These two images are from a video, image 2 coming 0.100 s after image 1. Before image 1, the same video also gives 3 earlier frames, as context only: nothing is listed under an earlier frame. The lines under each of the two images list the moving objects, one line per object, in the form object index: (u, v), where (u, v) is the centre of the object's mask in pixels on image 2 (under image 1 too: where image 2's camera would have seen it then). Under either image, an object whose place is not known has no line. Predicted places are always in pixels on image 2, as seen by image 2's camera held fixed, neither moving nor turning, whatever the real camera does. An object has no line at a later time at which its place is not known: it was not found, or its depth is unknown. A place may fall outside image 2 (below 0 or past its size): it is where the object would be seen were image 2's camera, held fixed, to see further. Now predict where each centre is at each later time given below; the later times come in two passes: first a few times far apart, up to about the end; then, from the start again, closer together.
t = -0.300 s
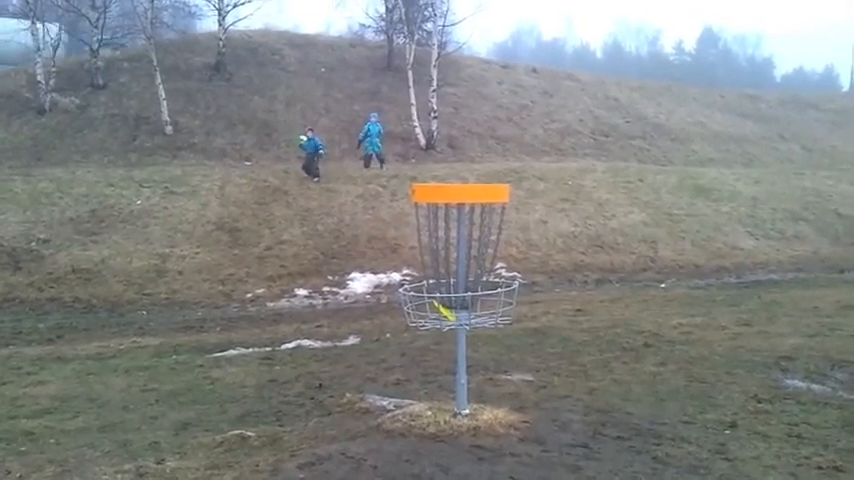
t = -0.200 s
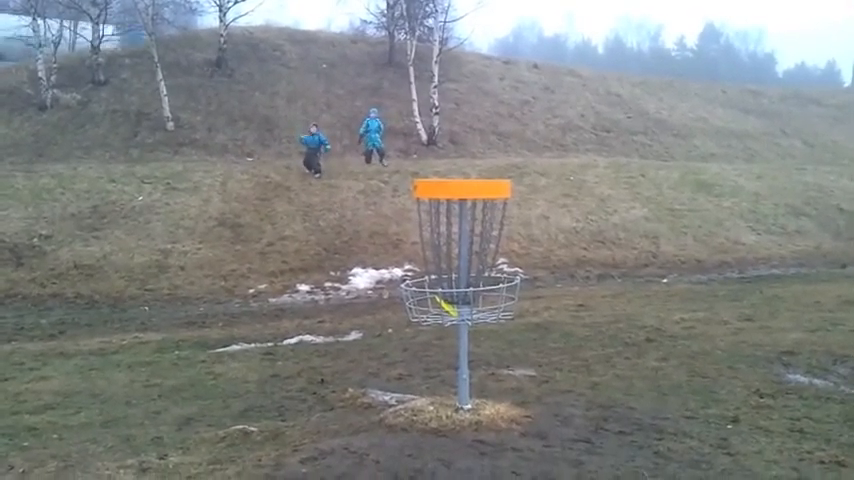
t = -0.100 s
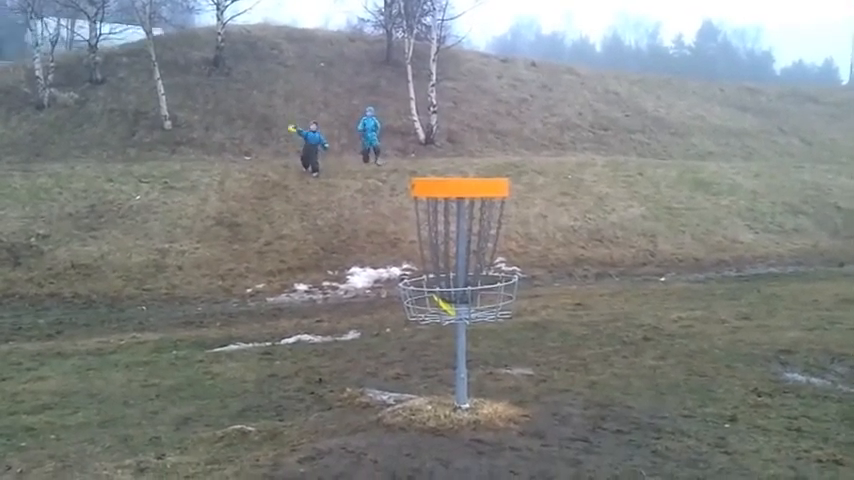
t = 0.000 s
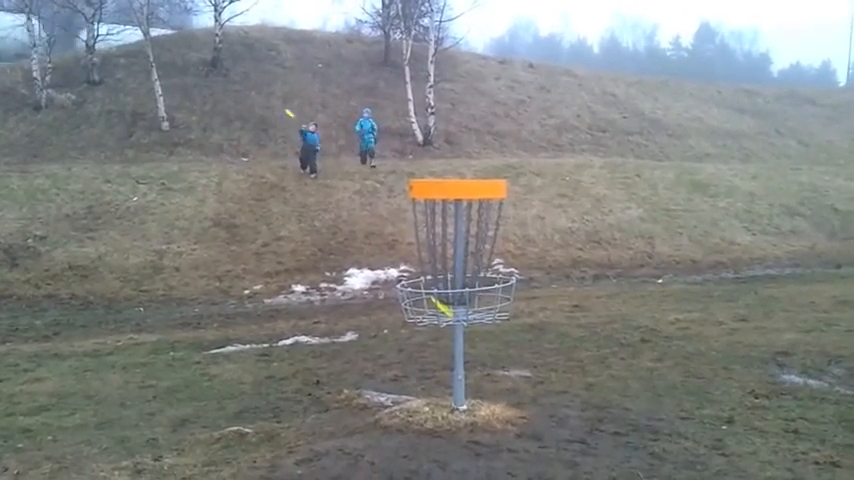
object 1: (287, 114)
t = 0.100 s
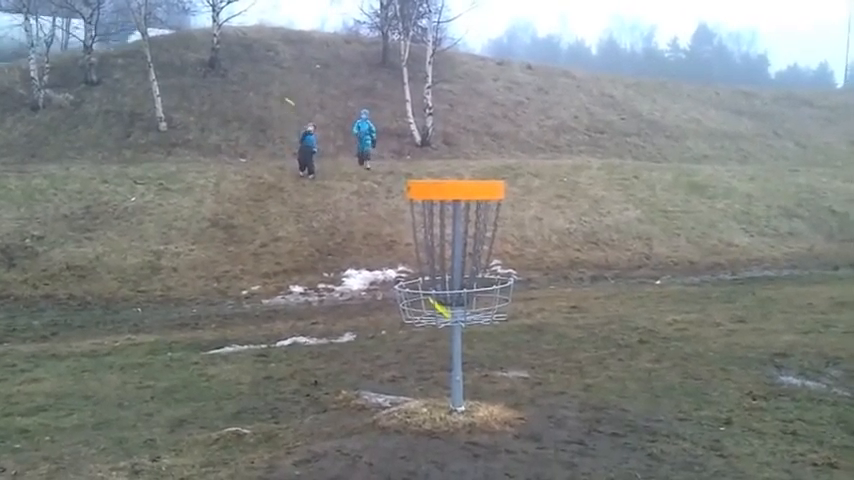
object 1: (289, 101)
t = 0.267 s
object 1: (294, 91)
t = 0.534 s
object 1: (312, 94)
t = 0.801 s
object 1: (342, 117)
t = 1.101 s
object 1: (386, 164)
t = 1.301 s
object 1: (404, 217)
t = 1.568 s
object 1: (392, 348)
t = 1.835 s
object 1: (403, 398)
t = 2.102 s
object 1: (426, 405)
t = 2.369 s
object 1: (426, 406)
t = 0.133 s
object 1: (290, 99)
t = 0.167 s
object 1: (291, 96)
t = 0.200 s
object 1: (292, 94)
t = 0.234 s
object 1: (293, 92)
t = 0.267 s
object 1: (294, 91)
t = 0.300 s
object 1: (296, 90)
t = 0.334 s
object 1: (298, 90)
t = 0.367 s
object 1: (299, 89)
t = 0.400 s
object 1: (301, 90)
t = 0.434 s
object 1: (303, 90)
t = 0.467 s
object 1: (306, 91)
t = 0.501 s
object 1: (309, 92)
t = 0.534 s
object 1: (312, 94)
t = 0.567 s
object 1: (314, 96)
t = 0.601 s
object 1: (318, 98)
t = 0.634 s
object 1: (321, 101)
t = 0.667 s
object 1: (325, 104)
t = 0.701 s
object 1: (329, 106)
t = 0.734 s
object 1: (333, 110)
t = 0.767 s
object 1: (337, 113)
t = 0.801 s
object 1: (342, 117)
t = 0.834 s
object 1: (346, 122)
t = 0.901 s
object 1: (357, 131)
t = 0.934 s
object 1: (362, 135)
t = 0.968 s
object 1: (368, 140)
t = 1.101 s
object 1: (386, 164)
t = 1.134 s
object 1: (391, 171)
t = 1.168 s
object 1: (394, 179)
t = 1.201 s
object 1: (398, 187)
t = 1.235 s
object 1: (400, 196)
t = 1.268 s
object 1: (402, 206)
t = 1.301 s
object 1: (404, 217)
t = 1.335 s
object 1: (407, 227)
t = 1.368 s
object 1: (408, 240)
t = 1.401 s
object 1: (407, 254)
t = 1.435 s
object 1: (408, 268)
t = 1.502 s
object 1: (401, 306)
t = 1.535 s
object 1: (396, 328)
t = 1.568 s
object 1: (392, 348)
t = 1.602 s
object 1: (384, 376)
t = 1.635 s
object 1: (374, 406)
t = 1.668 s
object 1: (377, 408)
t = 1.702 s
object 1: (382, 406)
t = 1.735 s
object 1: (387, 404)
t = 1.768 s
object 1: (392, 401)
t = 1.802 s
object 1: (398, 400)
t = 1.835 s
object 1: (403, 398)
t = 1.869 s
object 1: (408, 398)
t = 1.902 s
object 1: (413, 399)
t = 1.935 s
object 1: (417, 401)
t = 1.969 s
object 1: (420, 403)
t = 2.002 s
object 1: (422, 405)
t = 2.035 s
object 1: (425, 405)
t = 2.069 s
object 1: (426, 405)
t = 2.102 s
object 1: (426, 405)
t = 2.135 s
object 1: (426, 406)
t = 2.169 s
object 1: (426, 406)
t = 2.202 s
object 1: (427, 406)
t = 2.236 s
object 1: (426, 406)
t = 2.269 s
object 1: (426, 406)
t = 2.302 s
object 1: (426, 406)
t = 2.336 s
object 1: (426, 406)
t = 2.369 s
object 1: (426, 406)
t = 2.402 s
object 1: (427, 406)
